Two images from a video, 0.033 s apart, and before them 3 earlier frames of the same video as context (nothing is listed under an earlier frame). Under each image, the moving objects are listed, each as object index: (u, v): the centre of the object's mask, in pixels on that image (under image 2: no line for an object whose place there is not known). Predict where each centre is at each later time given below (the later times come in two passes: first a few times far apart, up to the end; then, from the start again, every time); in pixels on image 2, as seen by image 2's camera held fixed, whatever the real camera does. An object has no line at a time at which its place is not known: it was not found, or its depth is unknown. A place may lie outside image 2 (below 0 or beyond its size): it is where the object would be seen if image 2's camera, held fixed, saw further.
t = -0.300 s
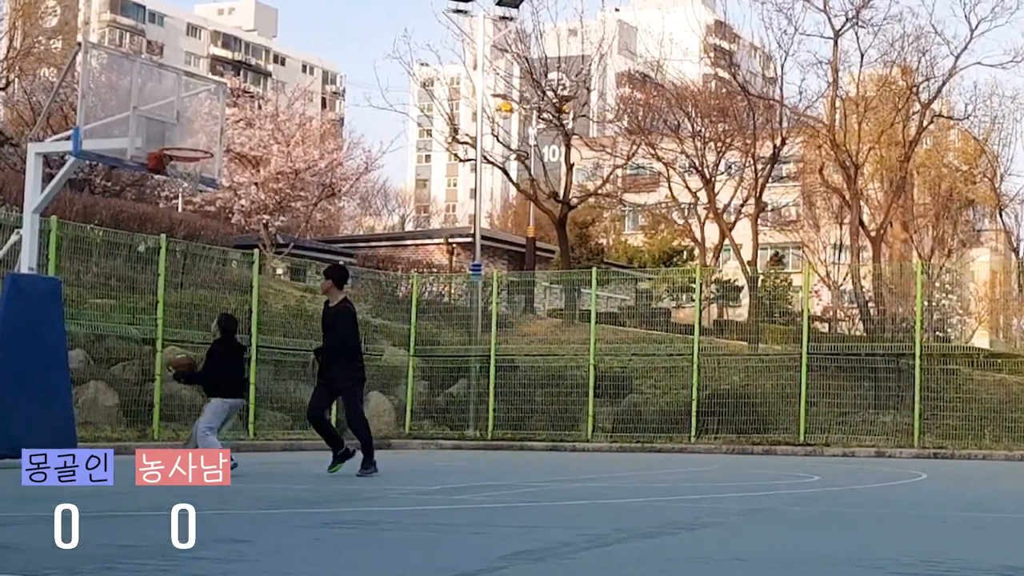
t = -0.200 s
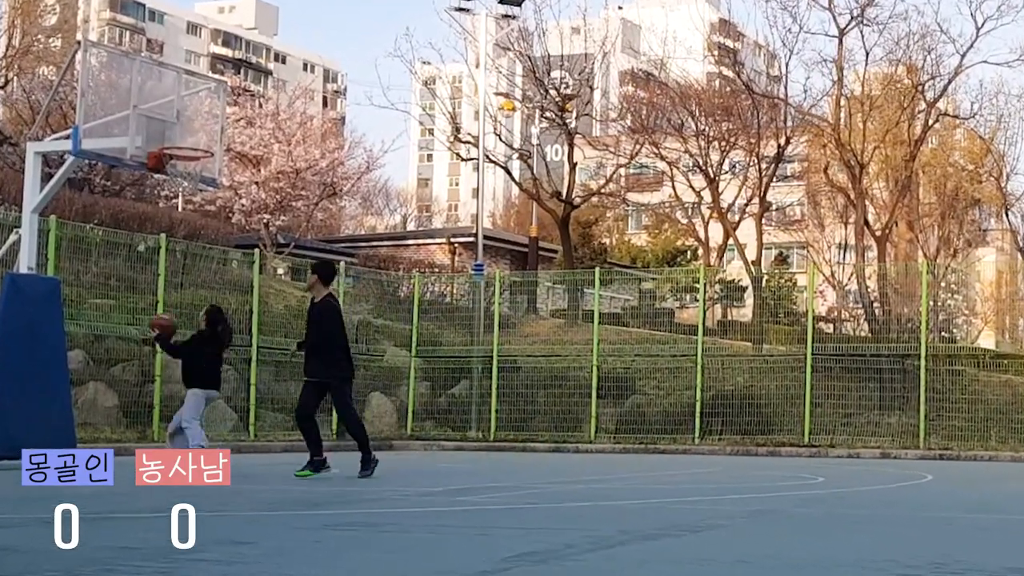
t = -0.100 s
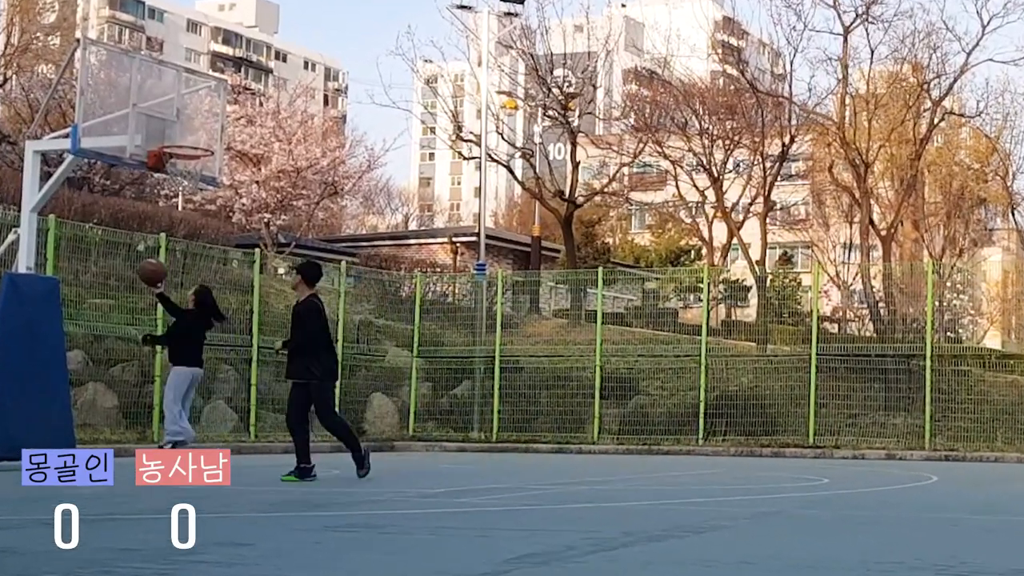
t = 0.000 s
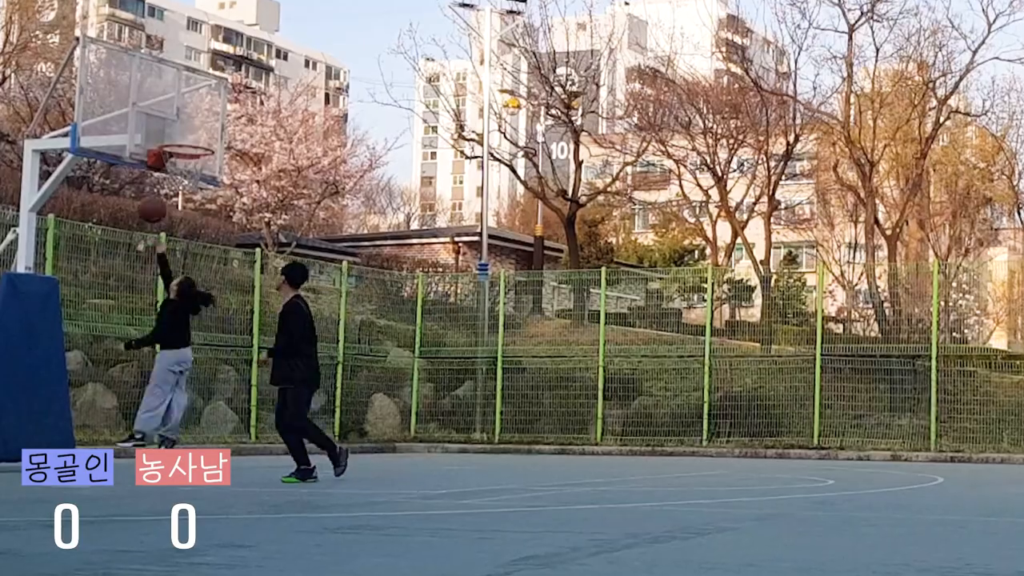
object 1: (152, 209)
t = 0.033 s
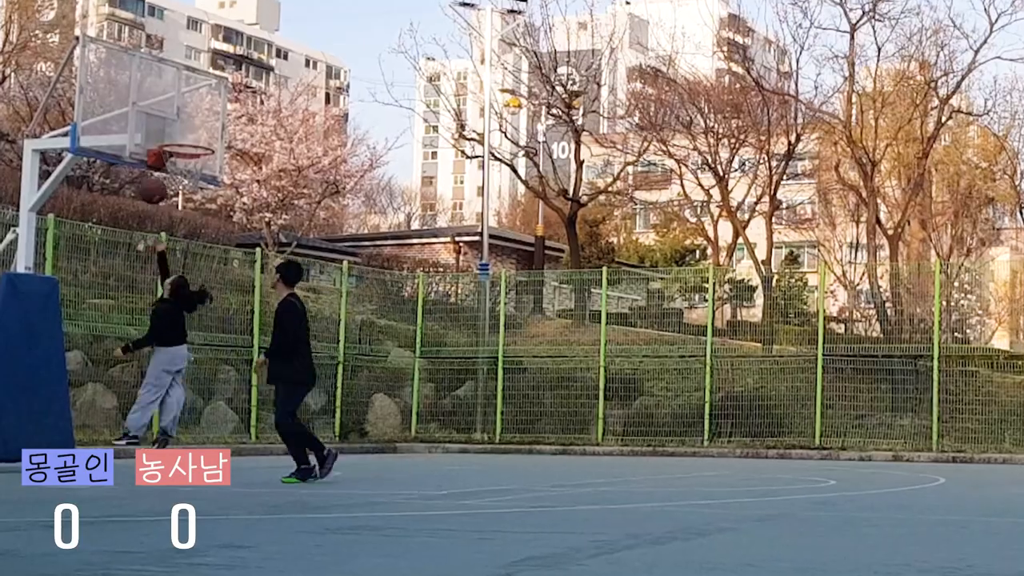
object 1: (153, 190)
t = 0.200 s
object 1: (154, 118)
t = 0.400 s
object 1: (154, 72)
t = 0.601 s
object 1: (157, 65)
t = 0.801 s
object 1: (173, 90)
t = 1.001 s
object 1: (186, 157)
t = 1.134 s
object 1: (186, 201)
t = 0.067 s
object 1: (153, 173)
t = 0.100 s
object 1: (153, 158)
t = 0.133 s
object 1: (153, 144)
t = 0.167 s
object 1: (154, 130)
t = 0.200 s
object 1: (154, 118)
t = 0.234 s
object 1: (154, 108)
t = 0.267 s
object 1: (154, 98)
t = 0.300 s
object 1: (154, 90)
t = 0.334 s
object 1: (154, 83)
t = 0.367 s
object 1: (154, 77)
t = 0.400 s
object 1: (154, 72)
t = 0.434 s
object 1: (154, 69)
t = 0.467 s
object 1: (154, 66)
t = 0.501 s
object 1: (153, 65)
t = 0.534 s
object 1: (153, 65)
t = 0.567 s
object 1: (154, 65)
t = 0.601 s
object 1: (157, 65)
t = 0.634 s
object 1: (160, 66)
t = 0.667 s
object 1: (163, 69)
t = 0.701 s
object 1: (165, 72)
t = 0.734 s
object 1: (168, 77)
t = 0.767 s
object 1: (171, 83)
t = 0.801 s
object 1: (173, 90)
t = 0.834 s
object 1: (175, 98)
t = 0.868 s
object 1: (178, 107)
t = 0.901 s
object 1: (180, 118)
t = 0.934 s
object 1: (182, 129)
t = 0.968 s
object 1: (185, 138)
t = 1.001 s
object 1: (186, 157)
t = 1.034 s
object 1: (191, 171)
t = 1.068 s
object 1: (188, 181)
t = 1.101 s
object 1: (187, 193)
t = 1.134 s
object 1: (186, 201)
